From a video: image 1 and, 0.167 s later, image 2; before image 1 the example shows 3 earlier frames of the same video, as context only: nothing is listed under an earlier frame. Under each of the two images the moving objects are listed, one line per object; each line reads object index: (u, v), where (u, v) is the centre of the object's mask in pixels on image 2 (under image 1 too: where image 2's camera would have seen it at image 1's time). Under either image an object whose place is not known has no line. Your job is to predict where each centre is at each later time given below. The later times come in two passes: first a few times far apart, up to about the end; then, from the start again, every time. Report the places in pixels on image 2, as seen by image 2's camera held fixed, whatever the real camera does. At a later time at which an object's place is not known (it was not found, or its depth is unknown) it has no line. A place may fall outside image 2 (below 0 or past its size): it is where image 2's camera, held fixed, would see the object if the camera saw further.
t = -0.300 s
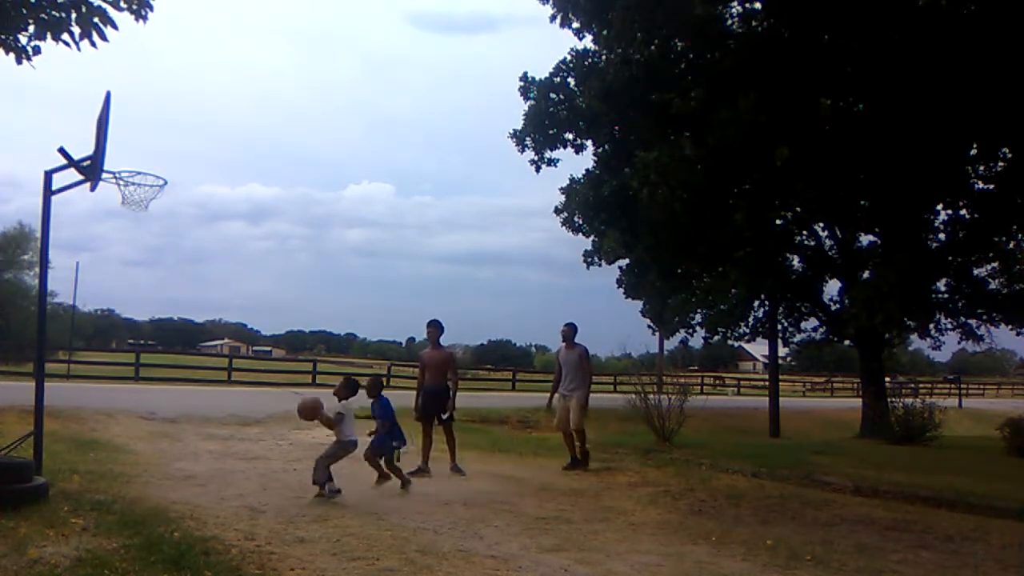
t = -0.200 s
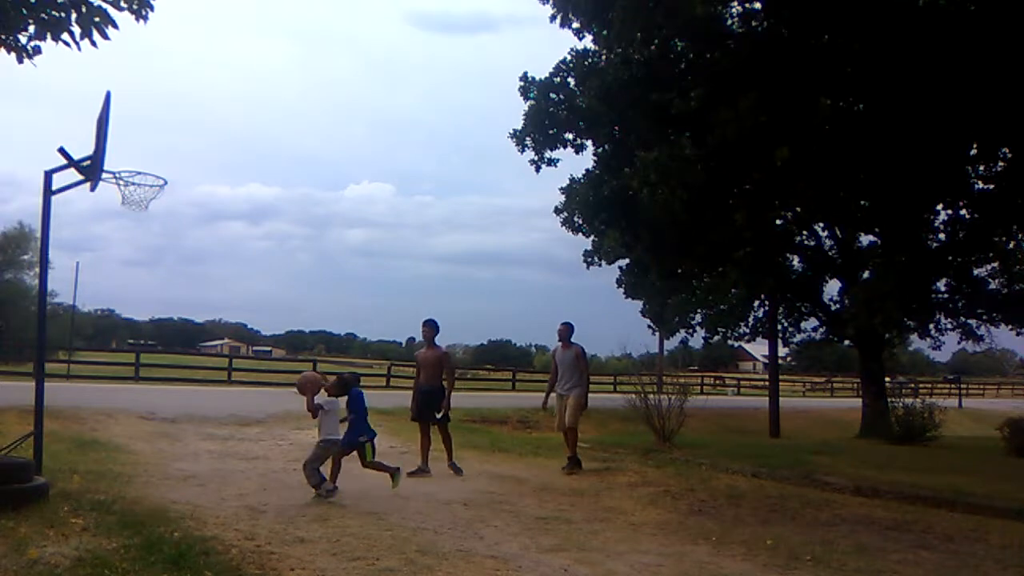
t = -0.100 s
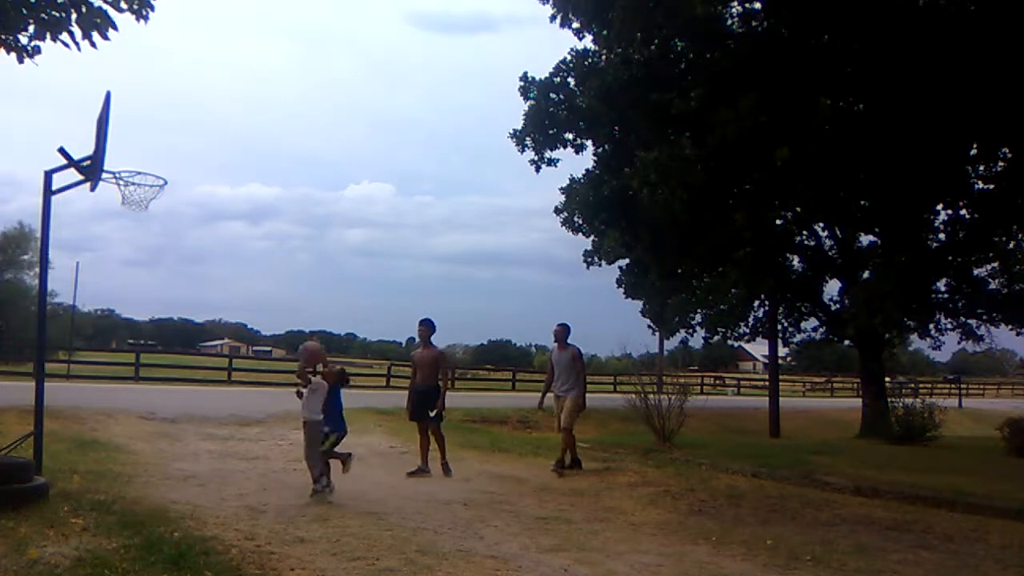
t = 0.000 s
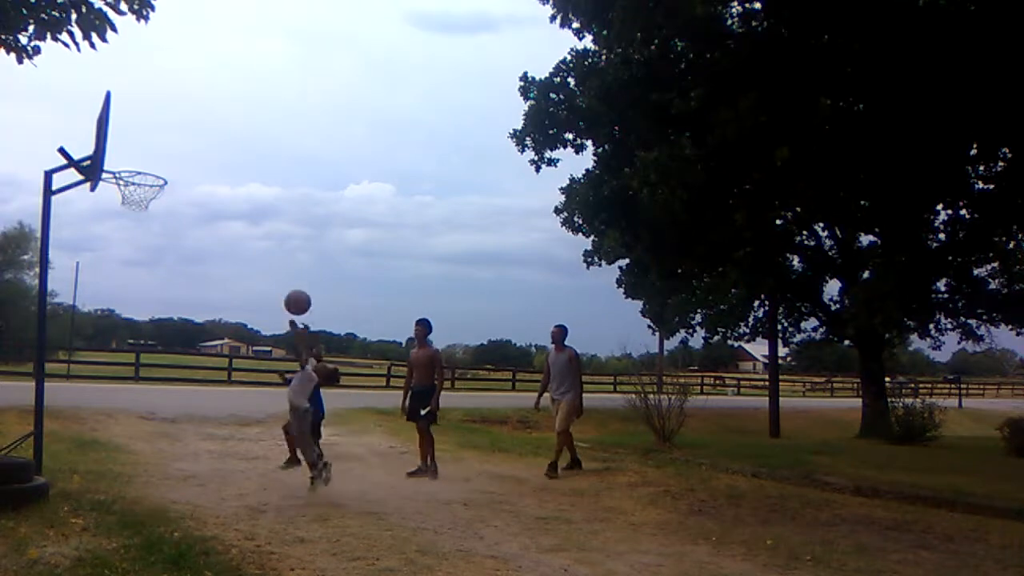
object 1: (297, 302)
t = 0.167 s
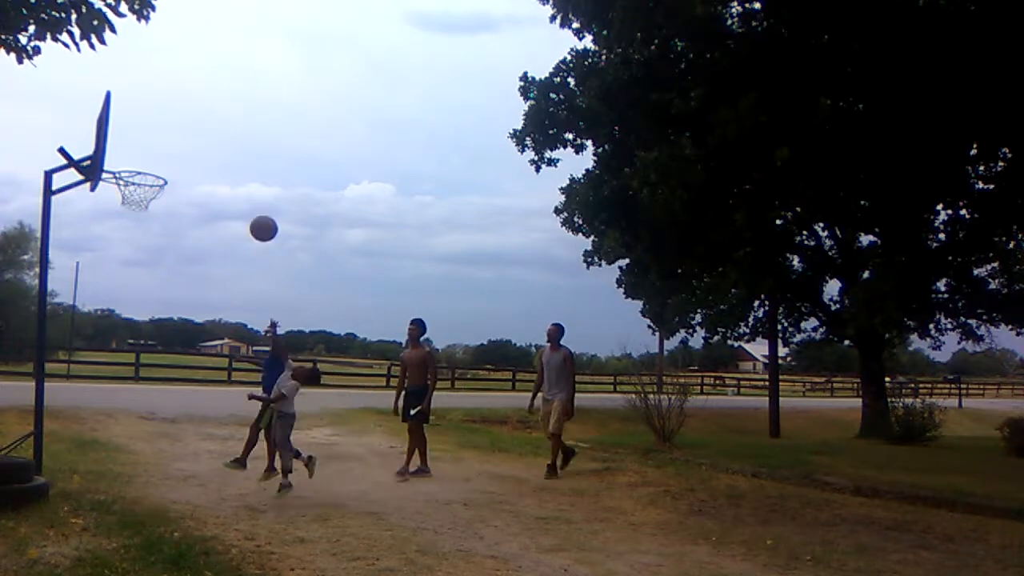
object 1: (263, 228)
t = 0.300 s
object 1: (234, 188)
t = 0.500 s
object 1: (184, 160)
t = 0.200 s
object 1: (256, 217)
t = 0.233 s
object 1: (249, 206)
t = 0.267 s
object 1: (242, 196)
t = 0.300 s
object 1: (234, 188)
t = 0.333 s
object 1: (226, 180)
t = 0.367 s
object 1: (218, 174)
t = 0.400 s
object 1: (209, 169)
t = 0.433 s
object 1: (201, 165)
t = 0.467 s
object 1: (193, 162)
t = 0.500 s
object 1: (184, 160)
